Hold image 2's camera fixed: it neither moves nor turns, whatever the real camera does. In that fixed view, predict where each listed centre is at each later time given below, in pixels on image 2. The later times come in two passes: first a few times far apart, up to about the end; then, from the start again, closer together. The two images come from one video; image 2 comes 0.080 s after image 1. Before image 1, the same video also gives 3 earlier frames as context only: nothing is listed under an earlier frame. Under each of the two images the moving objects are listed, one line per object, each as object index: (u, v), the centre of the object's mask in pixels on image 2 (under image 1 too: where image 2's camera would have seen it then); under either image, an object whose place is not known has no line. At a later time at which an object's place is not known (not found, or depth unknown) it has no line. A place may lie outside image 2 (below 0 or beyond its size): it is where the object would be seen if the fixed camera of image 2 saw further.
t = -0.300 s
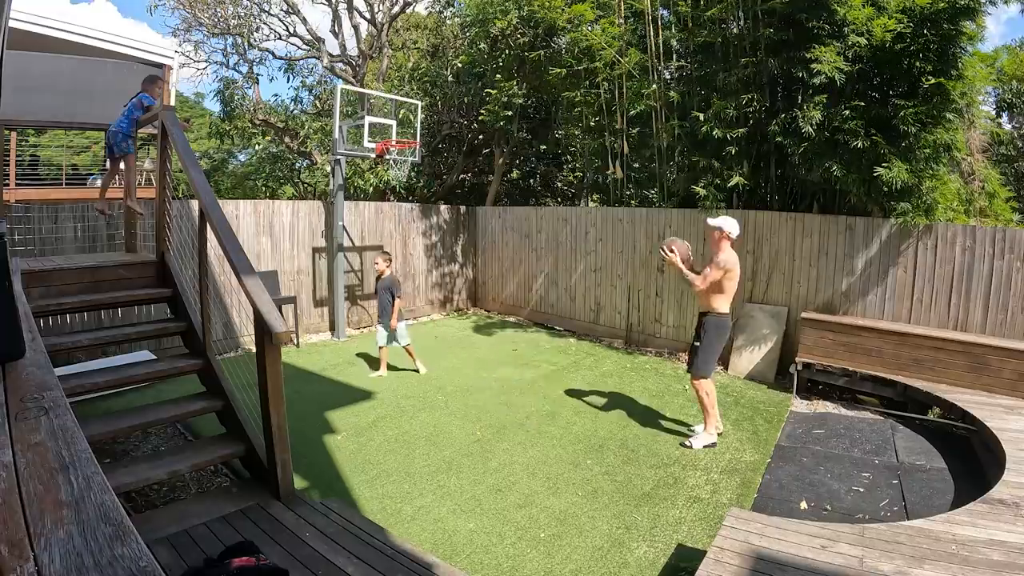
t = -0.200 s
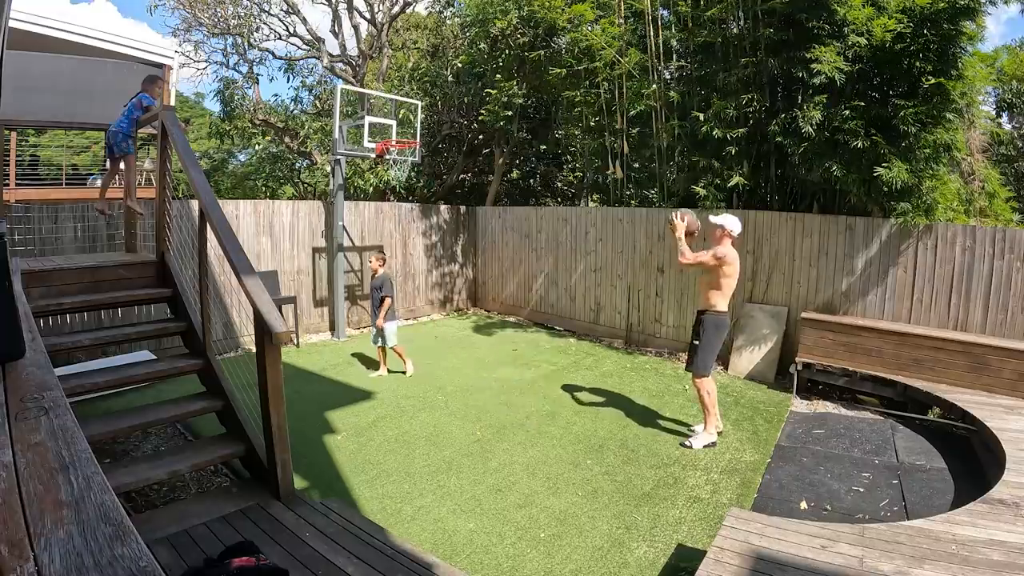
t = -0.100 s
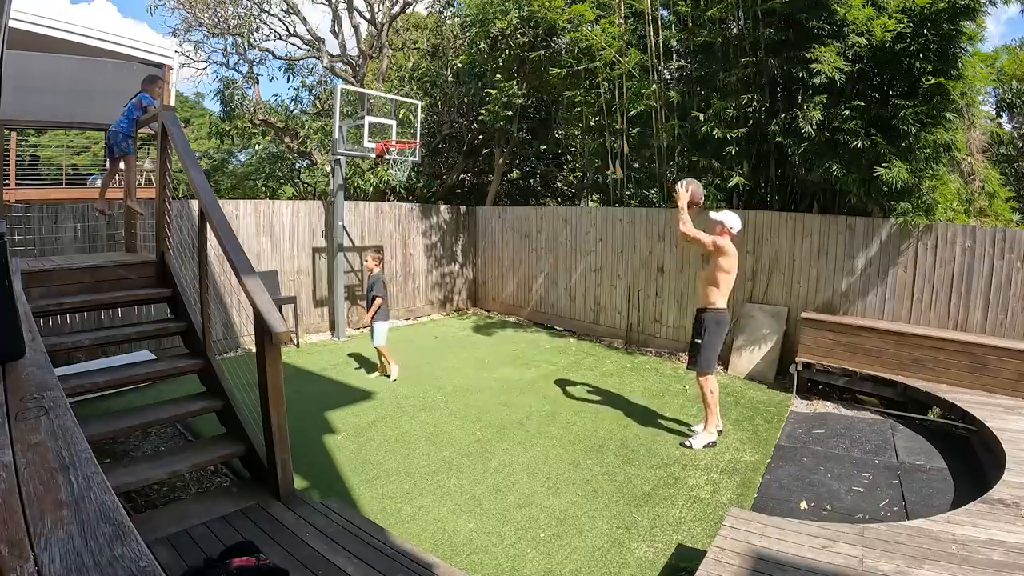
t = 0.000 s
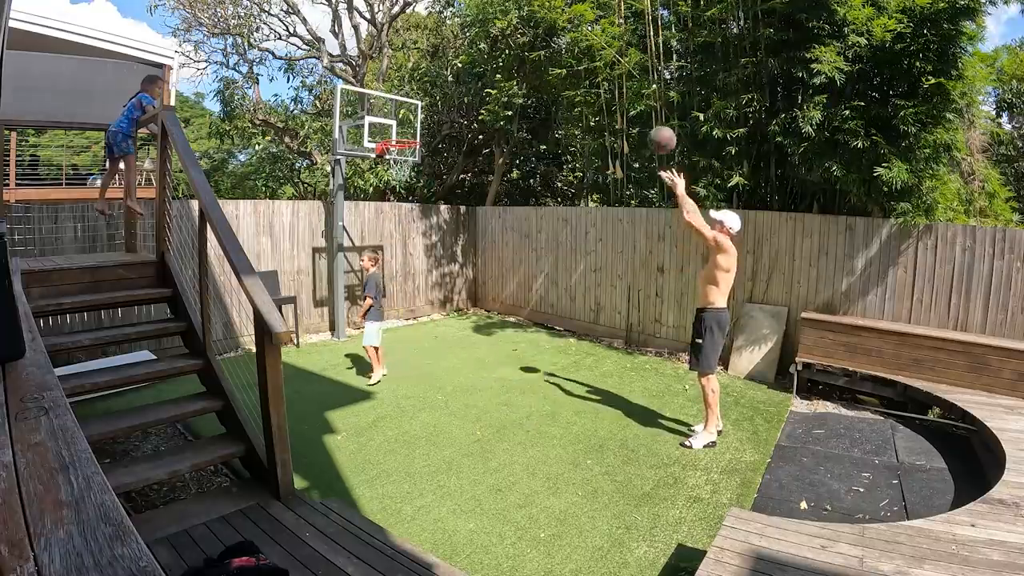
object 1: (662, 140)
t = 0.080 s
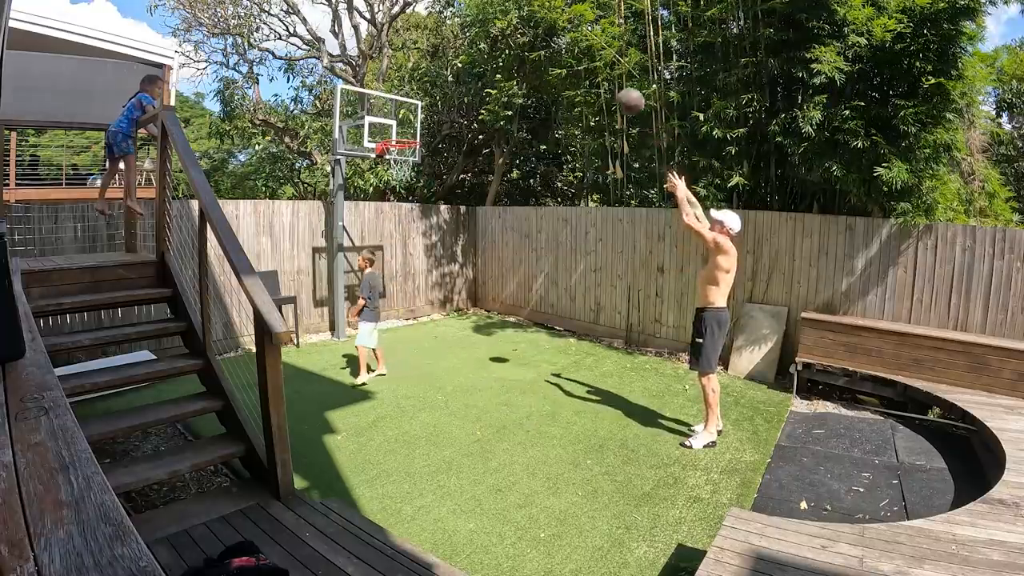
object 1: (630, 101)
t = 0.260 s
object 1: (567, 47)
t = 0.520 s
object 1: (490, 38)
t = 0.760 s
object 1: (431, 79)
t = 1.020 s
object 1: (410, 153)
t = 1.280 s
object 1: (416, 161)
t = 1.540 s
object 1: (396, 219)
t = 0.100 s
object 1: (624, 92)
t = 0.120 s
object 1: (616, 86)
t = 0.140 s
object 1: (608, 79)
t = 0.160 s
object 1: (601, 73)
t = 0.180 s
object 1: (595, 64)
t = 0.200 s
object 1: (588, 59)
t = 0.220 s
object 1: (581, 57)
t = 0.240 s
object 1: (574, 51)
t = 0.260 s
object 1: (567, 47)
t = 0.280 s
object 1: (561, 44)
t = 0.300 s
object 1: (554, 42)
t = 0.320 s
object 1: (549, 40)
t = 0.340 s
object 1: (542, 38)
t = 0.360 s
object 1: (536, 36)
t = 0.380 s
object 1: (530, 34)
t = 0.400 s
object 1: (524, 34)
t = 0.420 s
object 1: (519, 33)
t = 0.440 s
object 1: (513, 33)
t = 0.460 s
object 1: (507, 34)
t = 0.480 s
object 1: (501, 34)
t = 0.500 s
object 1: (496, 36)
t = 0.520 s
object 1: (490, 38)
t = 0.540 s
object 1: (485, 39)
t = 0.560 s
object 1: (479, 42)
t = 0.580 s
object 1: (474, 45)
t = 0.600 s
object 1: (468, 47)
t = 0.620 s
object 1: (464, 50)
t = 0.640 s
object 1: (459, 54)
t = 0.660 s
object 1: (454, 58)
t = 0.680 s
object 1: (450, 61)
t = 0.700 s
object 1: (447, 67)
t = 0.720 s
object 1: (440, 71)
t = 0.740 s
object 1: (435, 74)
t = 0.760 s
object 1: (431, 79)
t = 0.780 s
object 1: (426, 85)
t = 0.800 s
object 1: (421, 91)
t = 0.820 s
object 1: (417, 98)
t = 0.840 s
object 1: (413, 104)
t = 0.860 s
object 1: (409, 111)
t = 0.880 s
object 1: (404, 117)
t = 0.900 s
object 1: (401, 124)
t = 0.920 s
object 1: (395, 130)
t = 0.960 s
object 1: (390, 143)
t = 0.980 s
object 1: (399, 146)
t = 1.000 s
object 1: (404, 149)
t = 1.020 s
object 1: (410, 153)
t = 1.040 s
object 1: (416, 156)
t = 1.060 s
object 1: (417, 156)
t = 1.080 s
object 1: (418, 154)
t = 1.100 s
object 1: (419, 154)
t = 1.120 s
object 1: (419, 153)
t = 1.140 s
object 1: (419, 154)
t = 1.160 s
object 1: (418, 155)
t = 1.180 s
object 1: (418, 155)
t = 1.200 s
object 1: (418, 156)
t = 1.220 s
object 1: (418, 156)
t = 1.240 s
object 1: (417, 157)
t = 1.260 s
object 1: (417, 160)
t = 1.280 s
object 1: (416, 161)
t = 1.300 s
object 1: (414, 167)
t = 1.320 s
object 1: (412, 169)
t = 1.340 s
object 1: (411, 169)
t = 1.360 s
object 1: (410, 173)
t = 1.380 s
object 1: (408, 177)
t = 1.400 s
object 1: (406, 181)
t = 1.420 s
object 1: (404, 185)
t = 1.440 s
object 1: (403, 190)
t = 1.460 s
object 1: (401, 195)
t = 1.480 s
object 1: (399, 201)
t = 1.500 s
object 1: (398, 206)
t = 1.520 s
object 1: (397, 212)
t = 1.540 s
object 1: (396, 219)
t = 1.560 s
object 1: (394, 225)
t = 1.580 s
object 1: (393, 231)
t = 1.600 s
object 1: (391, 238)
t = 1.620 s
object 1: (391, 245)
